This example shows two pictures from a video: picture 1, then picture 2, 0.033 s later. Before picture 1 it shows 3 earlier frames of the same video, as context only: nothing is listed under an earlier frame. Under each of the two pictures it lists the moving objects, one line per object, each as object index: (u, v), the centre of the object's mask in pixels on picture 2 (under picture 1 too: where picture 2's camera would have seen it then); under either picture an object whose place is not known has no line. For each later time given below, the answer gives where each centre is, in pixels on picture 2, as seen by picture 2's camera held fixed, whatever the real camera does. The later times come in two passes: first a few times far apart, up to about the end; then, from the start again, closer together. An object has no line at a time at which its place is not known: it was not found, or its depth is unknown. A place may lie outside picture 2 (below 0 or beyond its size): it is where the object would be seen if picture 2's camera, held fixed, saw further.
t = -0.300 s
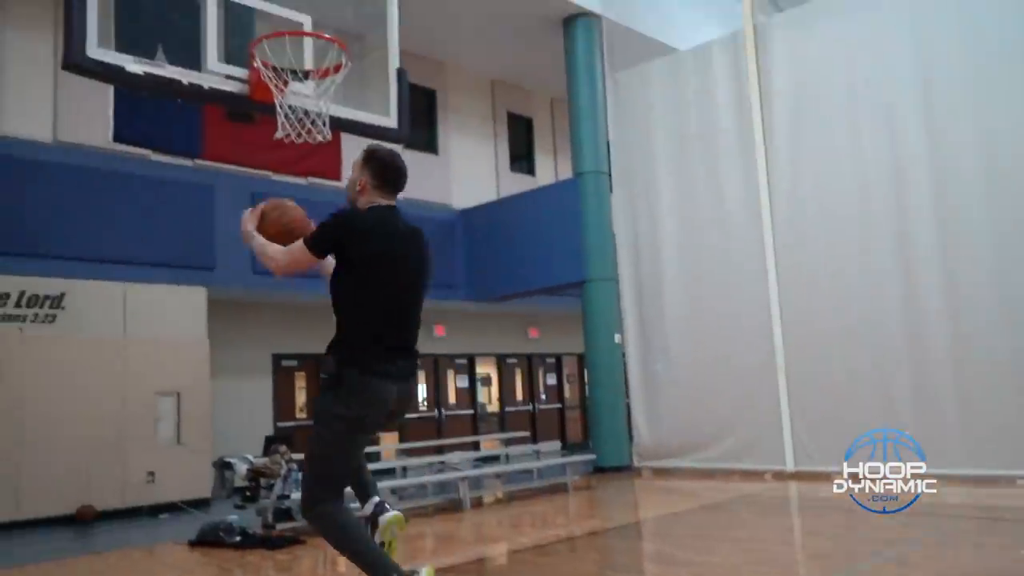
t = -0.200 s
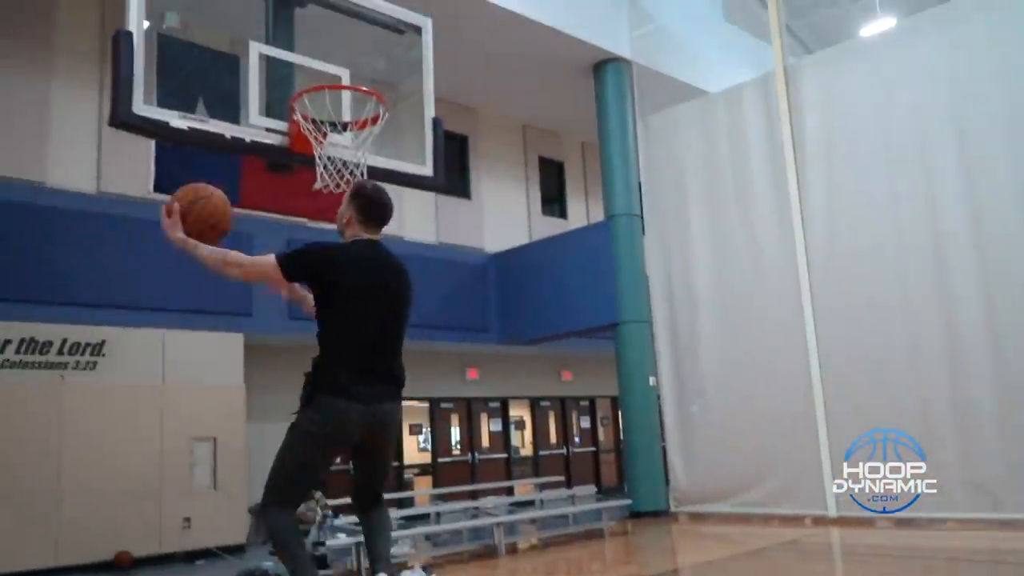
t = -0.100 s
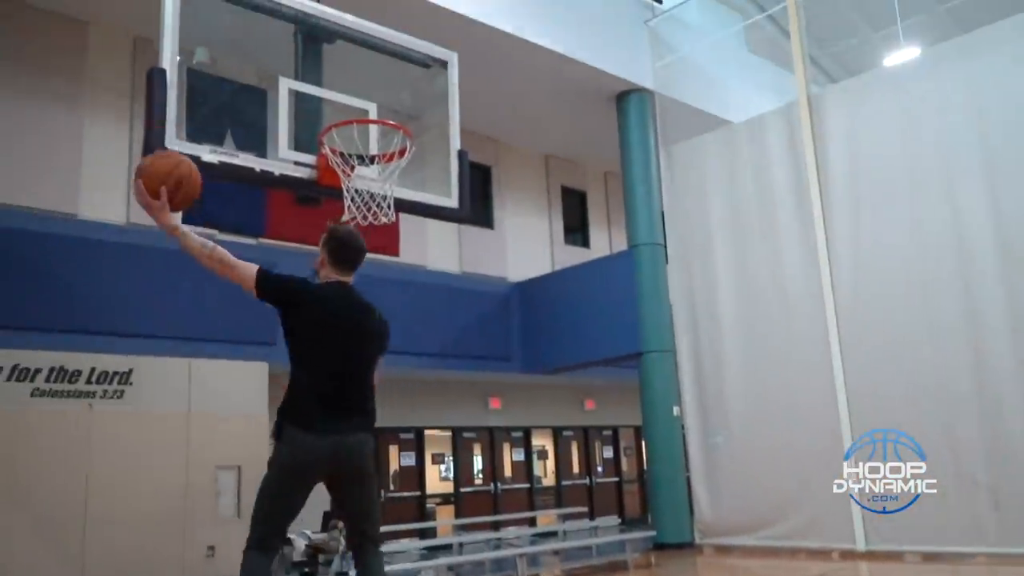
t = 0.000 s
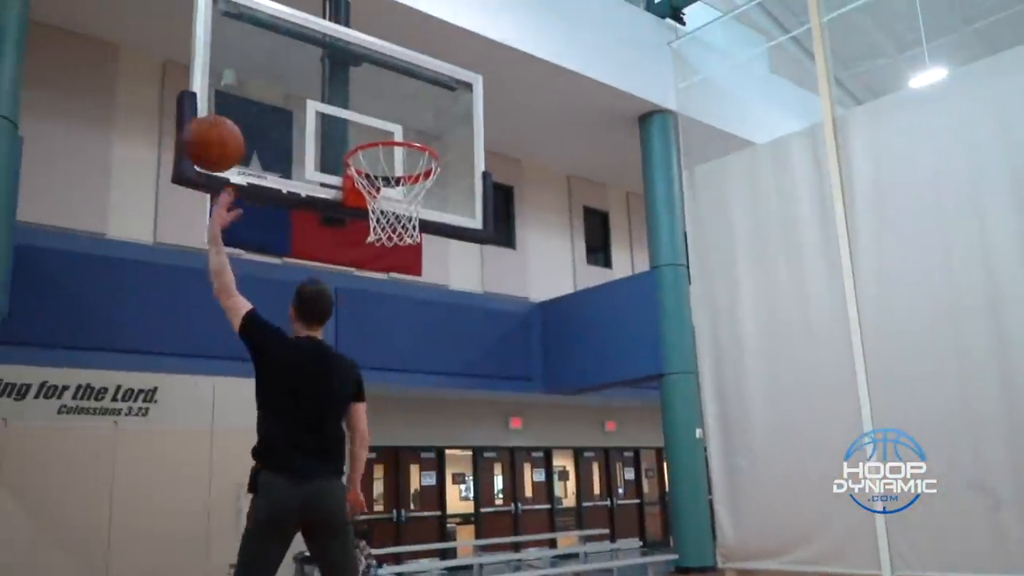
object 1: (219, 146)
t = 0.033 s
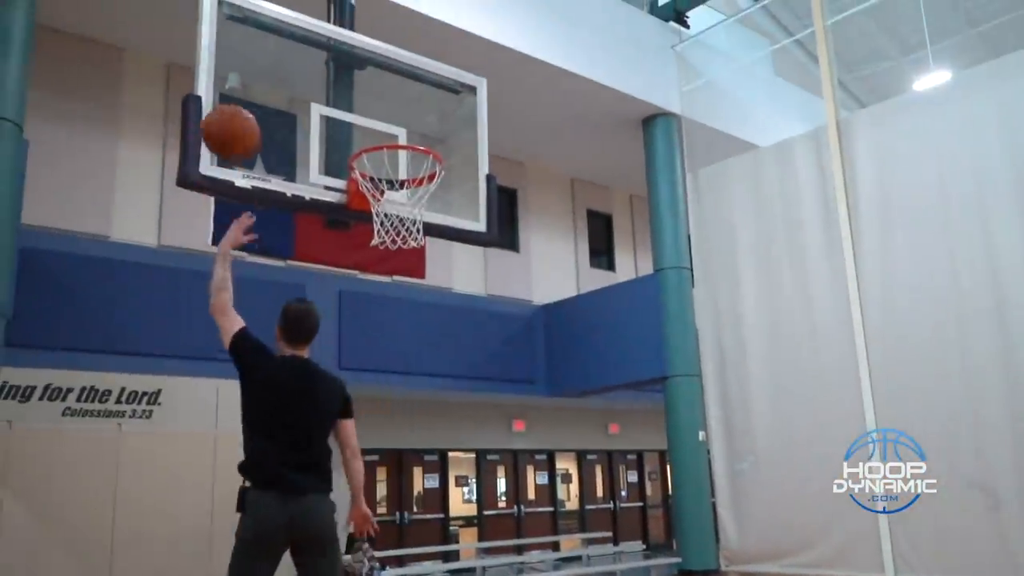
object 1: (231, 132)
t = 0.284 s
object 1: (301, 104)
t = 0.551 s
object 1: (391, 152)
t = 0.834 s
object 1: (455, 279)
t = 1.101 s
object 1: (502, 523)
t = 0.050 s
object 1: (237, 127)
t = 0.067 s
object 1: (243, 122)
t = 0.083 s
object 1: (249, 116)
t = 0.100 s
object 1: (254, 113)
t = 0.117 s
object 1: (259, 111)
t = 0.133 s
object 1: (264, 105)
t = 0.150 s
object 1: (267, 103)
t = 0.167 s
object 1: (272, 102)
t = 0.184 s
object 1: (277, 101)
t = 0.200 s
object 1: (281, 100)
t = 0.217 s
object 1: (285, 100)
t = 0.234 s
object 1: (289, 100)
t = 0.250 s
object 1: (293, 101)
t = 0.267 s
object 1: (297, 102)
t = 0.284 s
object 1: (301, 104)
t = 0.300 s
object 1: (305, 106)
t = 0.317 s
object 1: (309, 108)
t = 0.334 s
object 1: (313, 110)
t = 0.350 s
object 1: (319, 110)
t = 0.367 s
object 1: (326, 111)
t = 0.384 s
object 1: (332, 112)
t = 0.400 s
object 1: (338, 114)
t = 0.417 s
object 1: (344, 117)
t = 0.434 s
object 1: (350, 120)
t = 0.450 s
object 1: (356, 123)
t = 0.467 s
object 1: (362, 126)
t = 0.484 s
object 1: (368, 130)
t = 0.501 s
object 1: (374, 135)
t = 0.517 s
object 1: (380, 141)
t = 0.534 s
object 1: (386, 147)
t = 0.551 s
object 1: (391, 152)
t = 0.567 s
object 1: (399, 162)
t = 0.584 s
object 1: (406, 170)
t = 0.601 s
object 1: (413, 175)
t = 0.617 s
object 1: (419, 182)
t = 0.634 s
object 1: (424, 191)
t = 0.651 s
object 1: (428, 198)
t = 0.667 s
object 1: (431, 206)
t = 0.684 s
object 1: (433, 210)
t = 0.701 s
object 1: (437, 216)
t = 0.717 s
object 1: (438, 221)
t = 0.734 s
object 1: (441, 228)
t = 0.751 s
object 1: (443, 235)
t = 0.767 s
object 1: (446, 242)
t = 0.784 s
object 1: (448, 250)
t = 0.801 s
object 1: (450, 259)
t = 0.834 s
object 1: (455, 279)
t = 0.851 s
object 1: (457, 289)
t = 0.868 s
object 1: (460, 301)
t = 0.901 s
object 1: (466, 323)
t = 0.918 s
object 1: (468, 336)
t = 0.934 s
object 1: (471, 349)
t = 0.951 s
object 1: (474, 363)
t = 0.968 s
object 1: (477, 379)
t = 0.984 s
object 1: (480, 394)
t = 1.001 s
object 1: (483, 409)
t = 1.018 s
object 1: (486, 426)
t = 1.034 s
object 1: (488, 441)
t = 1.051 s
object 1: (492, 460)
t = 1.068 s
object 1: (496, 480)
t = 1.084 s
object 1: (499, 501)
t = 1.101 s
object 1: (502, 523)
